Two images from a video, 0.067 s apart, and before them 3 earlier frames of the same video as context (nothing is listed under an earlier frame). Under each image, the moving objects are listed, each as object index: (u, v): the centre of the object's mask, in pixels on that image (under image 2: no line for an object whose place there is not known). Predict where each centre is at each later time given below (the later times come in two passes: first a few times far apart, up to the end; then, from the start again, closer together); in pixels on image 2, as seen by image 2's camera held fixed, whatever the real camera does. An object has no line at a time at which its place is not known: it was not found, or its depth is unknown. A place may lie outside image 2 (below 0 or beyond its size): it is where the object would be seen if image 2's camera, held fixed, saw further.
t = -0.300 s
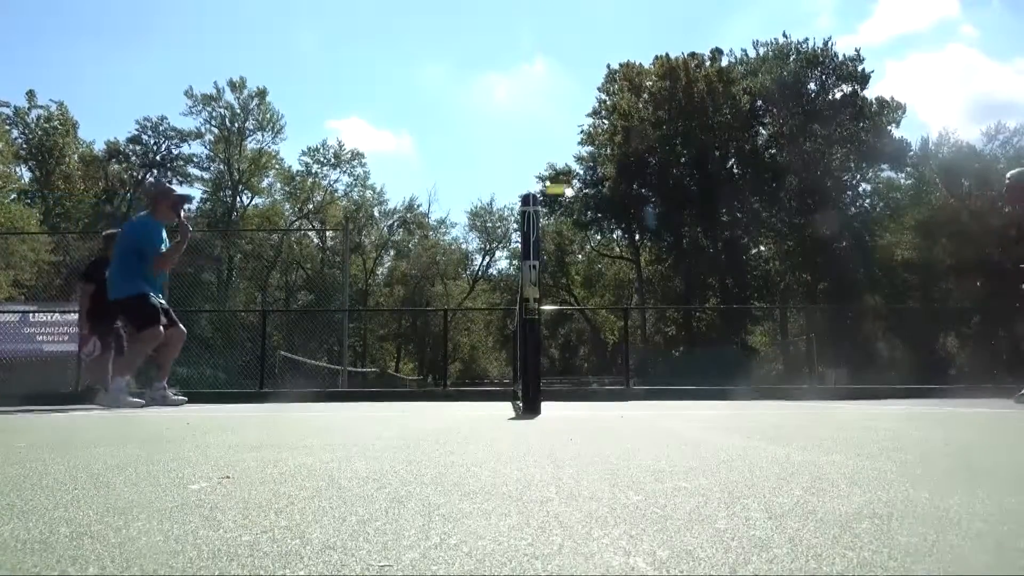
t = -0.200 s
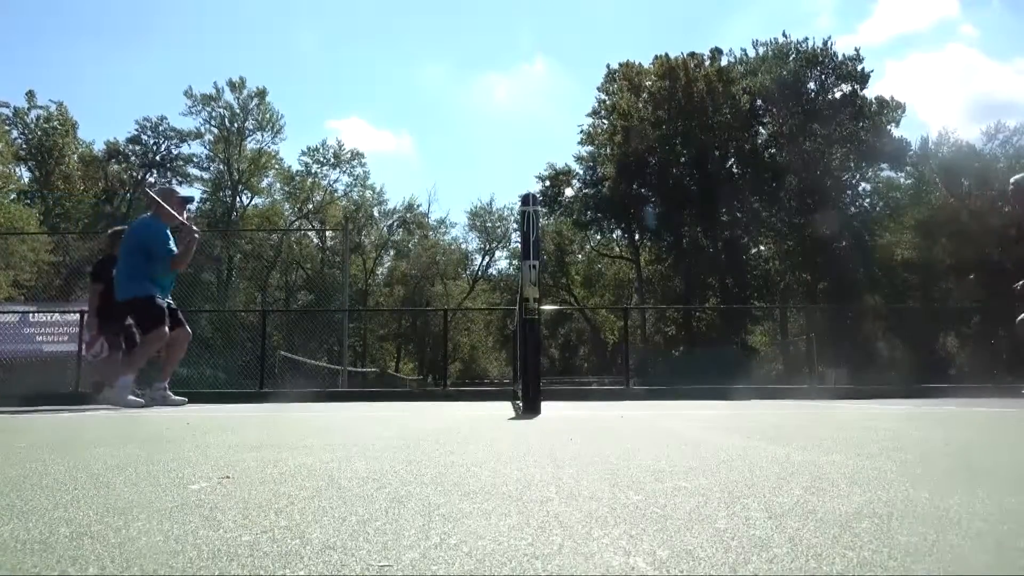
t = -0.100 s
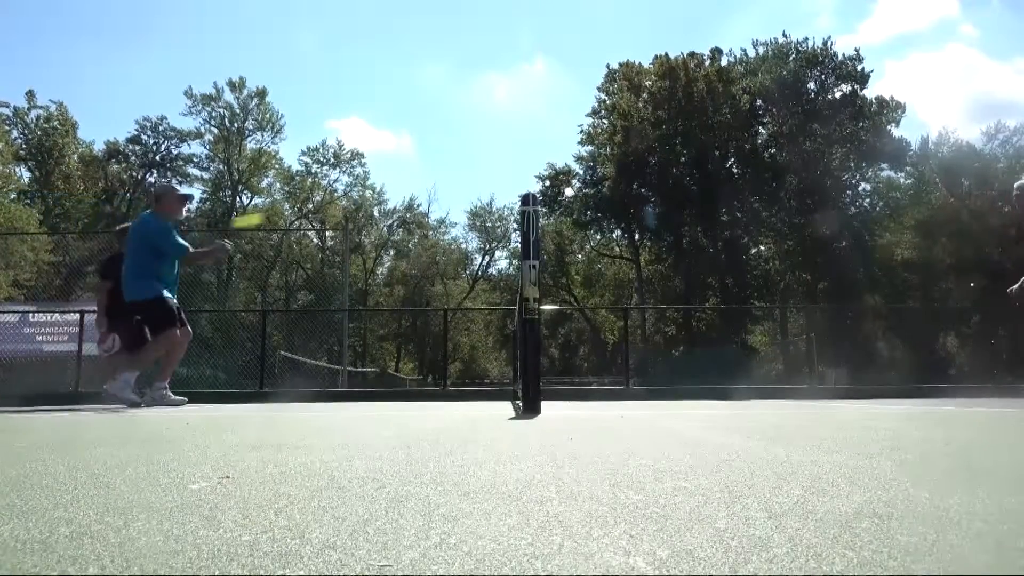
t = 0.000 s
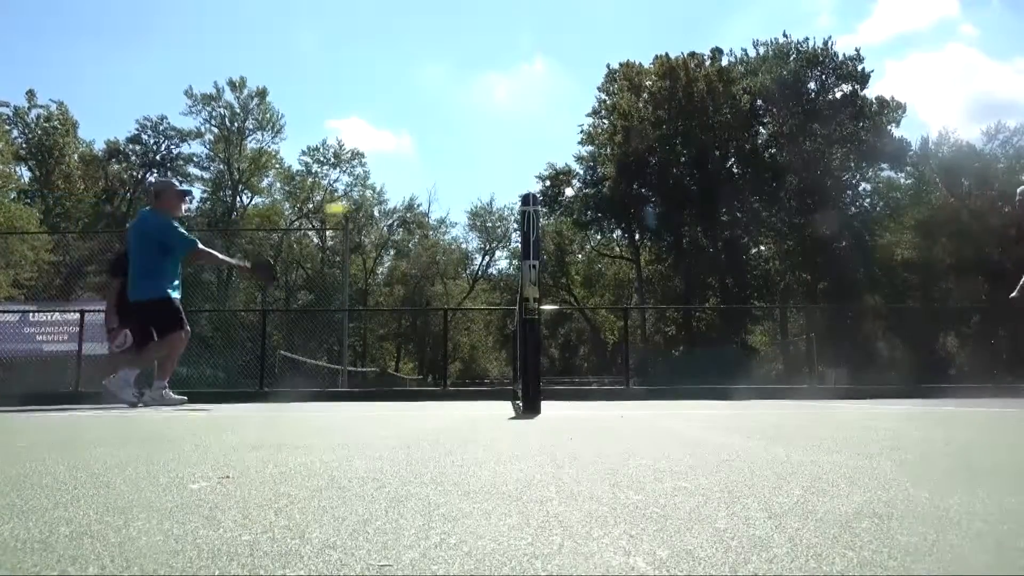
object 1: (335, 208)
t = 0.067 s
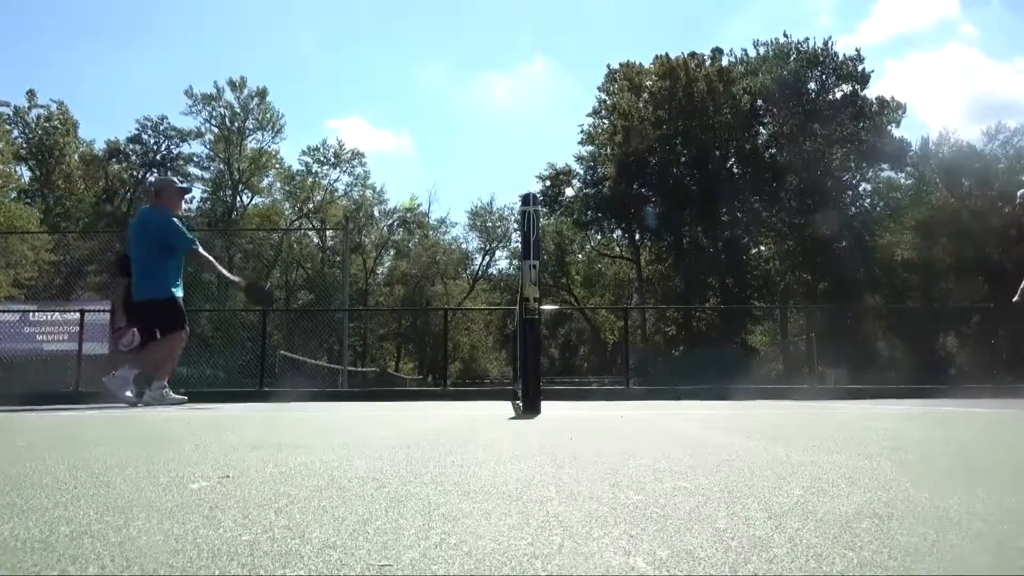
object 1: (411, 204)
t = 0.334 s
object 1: (624, 235)
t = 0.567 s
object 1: (761, 309)
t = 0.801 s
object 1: (860, 386)
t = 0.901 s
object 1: (873, 364)
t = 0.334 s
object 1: (624, 235)
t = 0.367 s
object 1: (646, 242)
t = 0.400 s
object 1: (667, 251)
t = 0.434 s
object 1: (687, 262)
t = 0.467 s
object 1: (707, 273)
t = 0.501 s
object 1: (726, 284)
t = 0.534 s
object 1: (744, 296)
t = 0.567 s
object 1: (761, 309)
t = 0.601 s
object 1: (779, 322)
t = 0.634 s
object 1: (795, 337)
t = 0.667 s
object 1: (810, 352)
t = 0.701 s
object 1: (826, 367)
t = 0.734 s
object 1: (841, 383)
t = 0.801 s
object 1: (860, 386)
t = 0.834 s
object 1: (864, 378)
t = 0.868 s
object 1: (869, 370)
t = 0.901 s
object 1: (873, 364)
